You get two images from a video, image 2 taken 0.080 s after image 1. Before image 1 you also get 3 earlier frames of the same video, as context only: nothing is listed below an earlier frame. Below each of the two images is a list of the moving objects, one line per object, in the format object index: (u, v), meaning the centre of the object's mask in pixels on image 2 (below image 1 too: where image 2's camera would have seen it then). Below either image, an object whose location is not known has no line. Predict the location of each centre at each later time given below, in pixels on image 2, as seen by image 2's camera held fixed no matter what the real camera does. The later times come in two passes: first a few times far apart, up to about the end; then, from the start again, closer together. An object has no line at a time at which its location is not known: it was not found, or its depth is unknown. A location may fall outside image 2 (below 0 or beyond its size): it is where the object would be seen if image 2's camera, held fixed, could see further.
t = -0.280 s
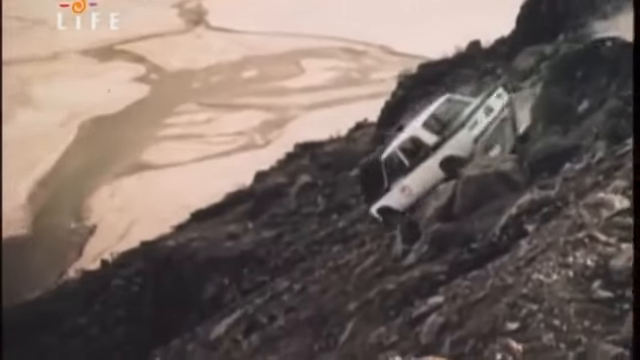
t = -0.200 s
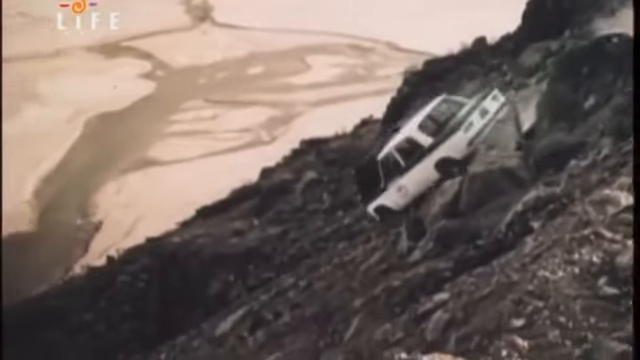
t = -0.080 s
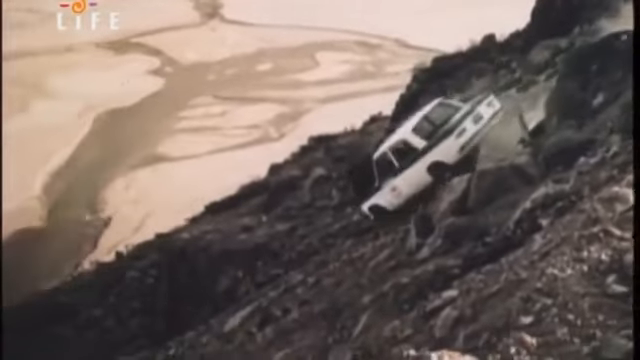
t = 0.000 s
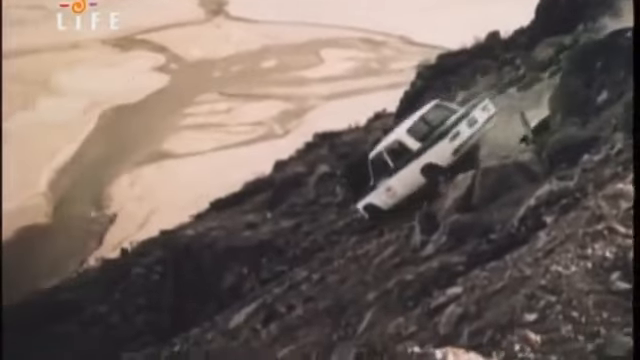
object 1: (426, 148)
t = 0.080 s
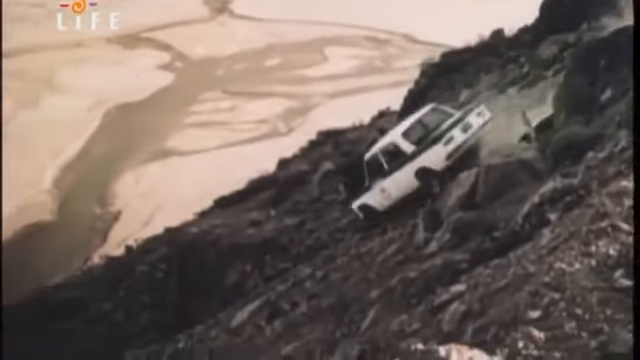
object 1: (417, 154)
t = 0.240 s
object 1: (399, 166)
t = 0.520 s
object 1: (369, 188)
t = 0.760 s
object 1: (342, 205)
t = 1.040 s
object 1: (314, 218)
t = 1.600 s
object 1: (262, 245)
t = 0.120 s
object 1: (413, 157)
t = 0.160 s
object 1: (408, 160)
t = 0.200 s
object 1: (404, 163)
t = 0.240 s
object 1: (399, 166)
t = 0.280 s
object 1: (395, 169)
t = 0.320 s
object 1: (391, 172)
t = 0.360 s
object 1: (387, 175)
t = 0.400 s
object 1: (382, 179)
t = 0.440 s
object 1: (377, 182)
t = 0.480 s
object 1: (373, 185)
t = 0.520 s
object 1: (369, 188)
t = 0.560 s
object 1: (364, 191)
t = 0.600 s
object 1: (360, 194)
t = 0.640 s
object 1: (355, 197)
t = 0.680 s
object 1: (351, 200)
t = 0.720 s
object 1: (346, 203)
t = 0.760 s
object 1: (342, 205)
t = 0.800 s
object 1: (337, 208)
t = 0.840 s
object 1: (333, 209)
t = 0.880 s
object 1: (329, 212)
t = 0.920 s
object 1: (325, 213)
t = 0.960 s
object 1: (321, 216)
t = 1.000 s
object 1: (317, 217)
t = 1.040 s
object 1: (314, 218)
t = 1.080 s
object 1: (310, 220)
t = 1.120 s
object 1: (306, 222)
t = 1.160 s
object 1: (303, 224)
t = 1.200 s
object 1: (299, 225)
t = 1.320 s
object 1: (288, 229)
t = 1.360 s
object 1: (284, 231)
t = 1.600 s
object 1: (262, 245)
